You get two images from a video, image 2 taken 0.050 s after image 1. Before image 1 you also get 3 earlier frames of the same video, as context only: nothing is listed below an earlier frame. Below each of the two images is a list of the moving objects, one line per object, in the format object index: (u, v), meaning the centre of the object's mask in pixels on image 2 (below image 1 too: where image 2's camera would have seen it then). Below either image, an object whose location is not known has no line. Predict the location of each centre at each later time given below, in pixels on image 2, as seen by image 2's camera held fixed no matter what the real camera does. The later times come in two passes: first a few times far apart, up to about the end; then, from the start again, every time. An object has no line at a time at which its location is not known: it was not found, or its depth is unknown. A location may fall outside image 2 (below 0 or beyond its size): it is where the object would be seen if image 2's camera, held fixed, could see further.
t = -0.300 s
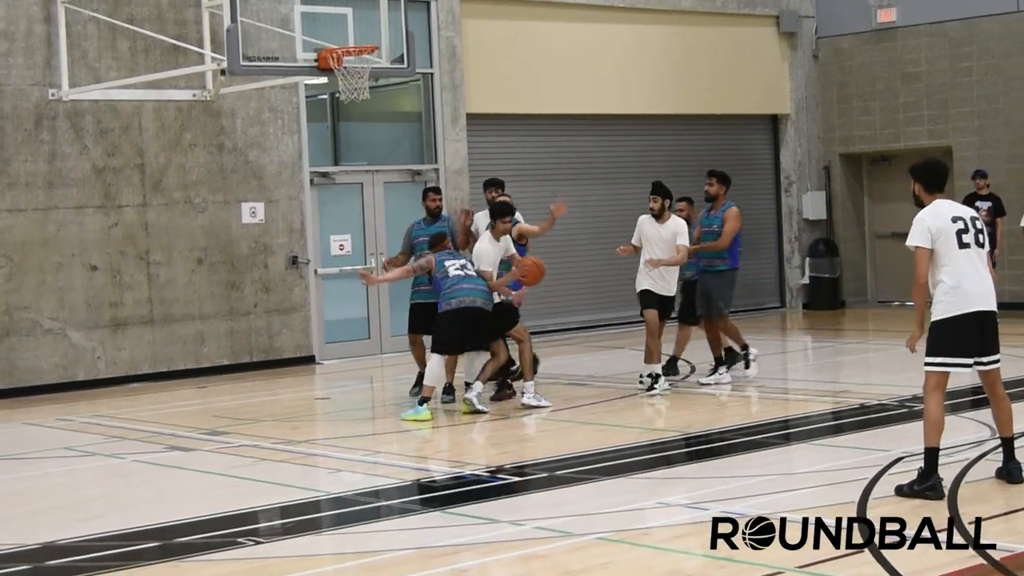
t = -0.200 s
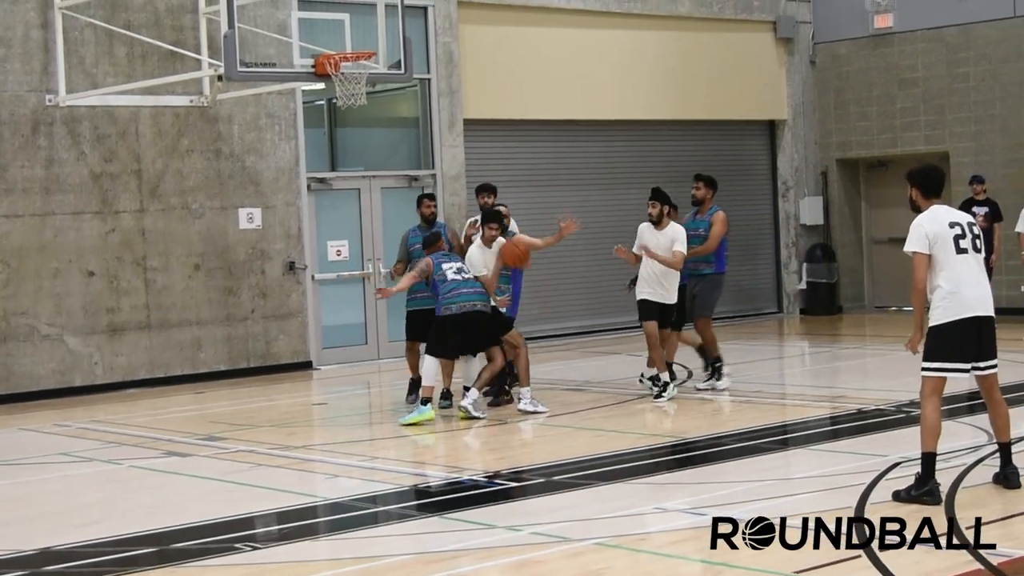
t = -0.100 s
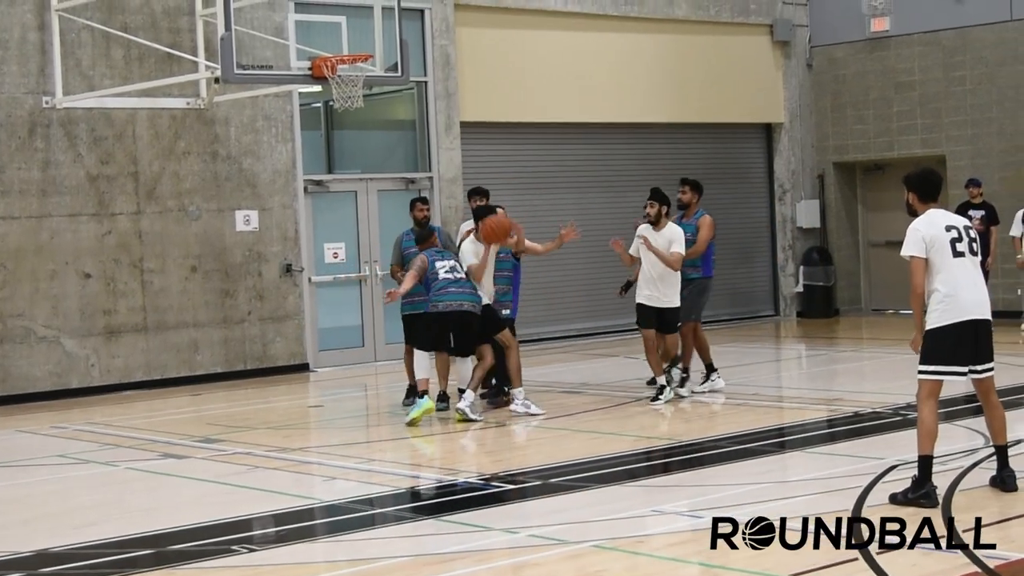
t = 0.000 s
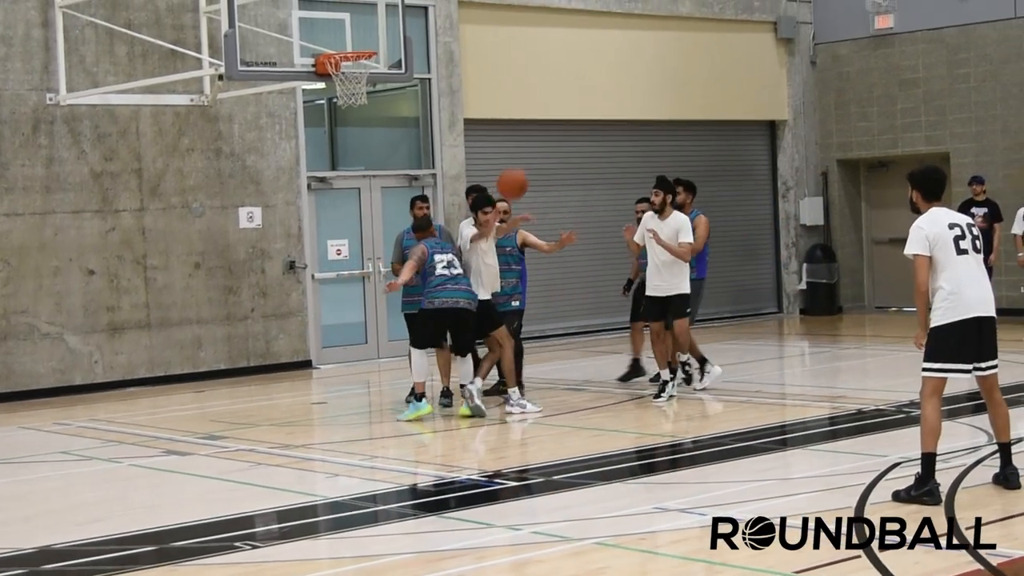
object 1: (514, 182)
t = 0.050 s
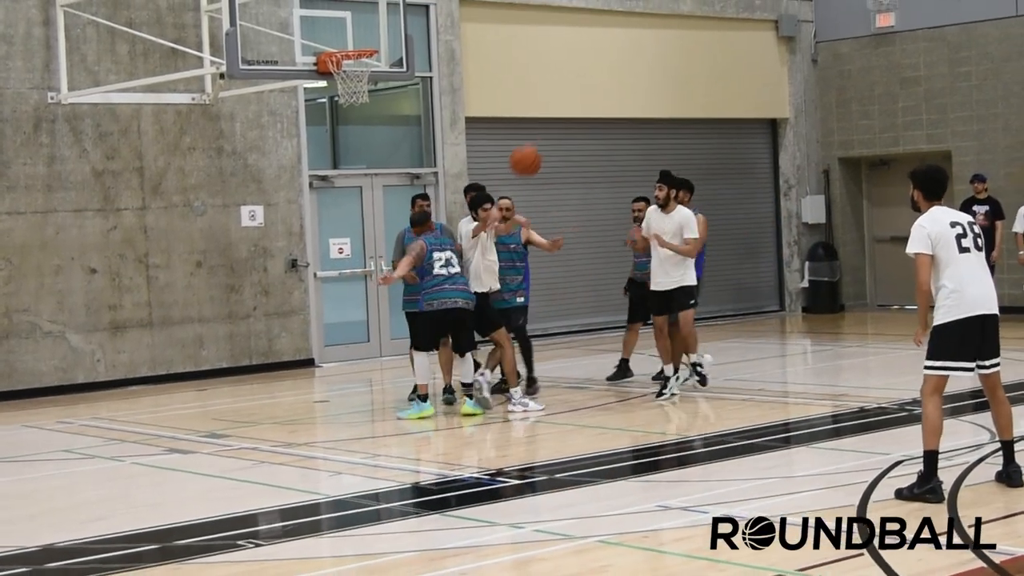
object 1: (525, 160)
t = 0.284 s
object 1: (585, 95)
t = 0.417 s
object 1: (626, 88)
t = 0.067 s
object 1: (529, 153)
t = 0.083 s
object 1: (533, 147)
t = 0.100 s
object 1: (537, 141)
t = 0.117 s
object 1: (542, 135)
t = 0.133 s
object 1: (546, 130)
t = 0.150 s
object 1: (549, 125)
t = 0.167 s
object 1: (554, 120)
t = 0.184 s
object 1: (558, 115)
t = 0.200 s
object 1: (562, 111)
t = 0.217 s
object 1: (567, 108)
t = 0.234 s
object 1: (571, 103)
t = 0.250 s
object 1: (576, 100)
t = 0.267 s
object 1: (581, 97)
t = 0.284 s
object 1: (585, 95)
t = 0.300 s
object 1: (590, 93)
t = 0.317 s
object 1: (595, 91)
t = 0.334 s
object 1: (600, 90)
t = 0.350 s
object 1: (605, 89)
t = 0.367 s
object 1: (610, 88)
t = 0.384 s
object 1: (615, 88)
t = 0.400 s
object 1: (620, 88)
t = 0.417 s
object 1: (626, 88)
